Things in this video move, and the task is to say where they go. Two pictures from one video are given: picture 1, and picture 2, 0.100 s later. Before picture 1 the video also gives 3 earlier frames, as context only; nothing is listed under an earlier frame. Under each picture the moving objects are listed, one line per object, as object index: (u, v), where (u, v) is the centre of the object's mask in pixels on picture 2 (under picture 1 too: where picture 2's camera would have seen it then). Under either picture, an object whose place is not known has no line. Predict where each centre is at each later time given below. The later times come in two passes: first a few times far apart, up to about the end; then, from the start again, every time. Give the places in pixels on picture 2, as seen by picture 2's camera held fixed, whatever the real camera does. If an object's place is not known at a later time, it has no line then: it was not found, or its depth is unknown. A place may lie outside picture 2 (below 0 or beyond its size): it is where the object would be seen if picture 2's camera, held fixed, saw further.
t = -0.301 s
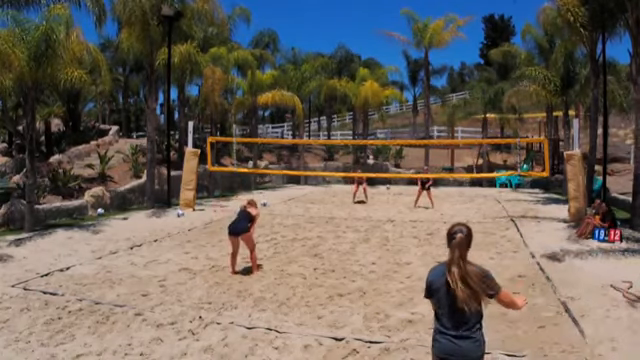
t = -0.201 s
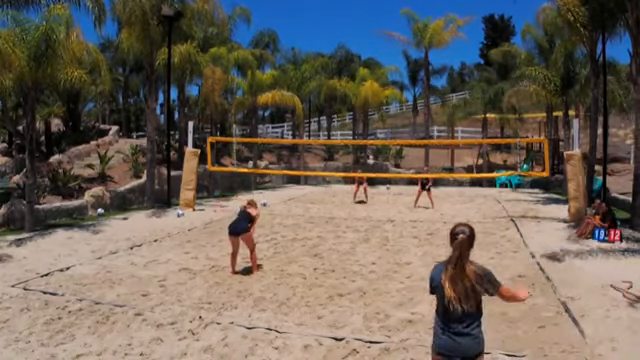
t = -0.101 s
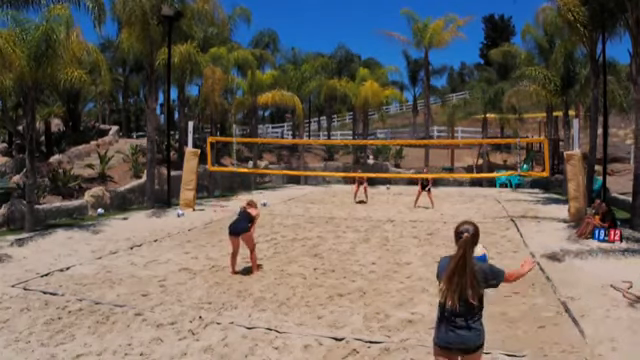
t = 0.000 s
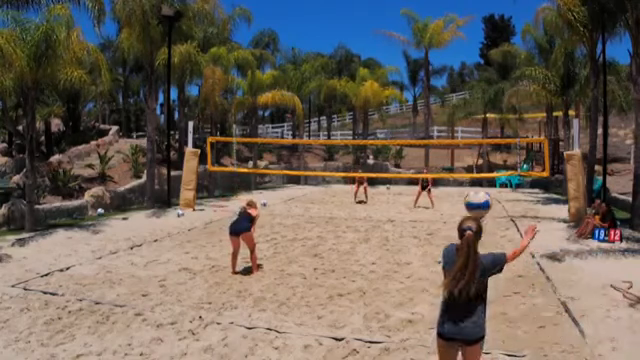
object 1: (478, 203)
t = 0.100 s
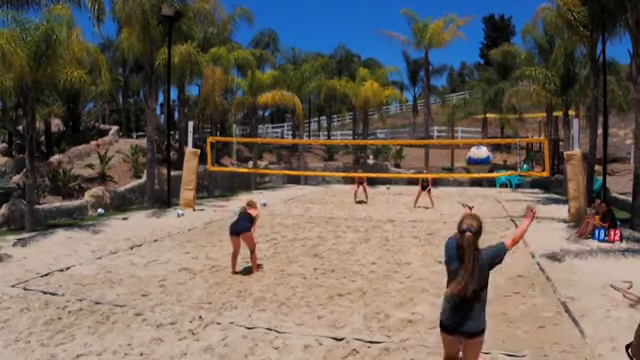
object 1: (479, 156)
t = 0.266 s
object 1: (480, 111)
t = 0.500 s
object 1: (480, 110)
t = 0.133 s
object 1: (479, 144)
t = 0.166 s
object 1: (479, 134)
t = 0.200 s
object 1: (479, 125)
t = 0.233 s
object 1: (479, 117)
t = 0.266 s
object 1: (480, 111)
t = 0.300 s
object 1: (480, 106)
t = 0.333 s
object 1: (480, 103)
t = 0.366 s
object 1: (479, 105)
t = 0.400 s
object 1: (479, 105)
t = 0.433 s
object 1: (479, 105)
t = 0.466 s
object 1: (479, 107)
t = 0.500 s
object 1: (480, 110)
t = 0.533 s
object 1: (480, 111)
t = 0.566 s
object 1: (480, 117)
